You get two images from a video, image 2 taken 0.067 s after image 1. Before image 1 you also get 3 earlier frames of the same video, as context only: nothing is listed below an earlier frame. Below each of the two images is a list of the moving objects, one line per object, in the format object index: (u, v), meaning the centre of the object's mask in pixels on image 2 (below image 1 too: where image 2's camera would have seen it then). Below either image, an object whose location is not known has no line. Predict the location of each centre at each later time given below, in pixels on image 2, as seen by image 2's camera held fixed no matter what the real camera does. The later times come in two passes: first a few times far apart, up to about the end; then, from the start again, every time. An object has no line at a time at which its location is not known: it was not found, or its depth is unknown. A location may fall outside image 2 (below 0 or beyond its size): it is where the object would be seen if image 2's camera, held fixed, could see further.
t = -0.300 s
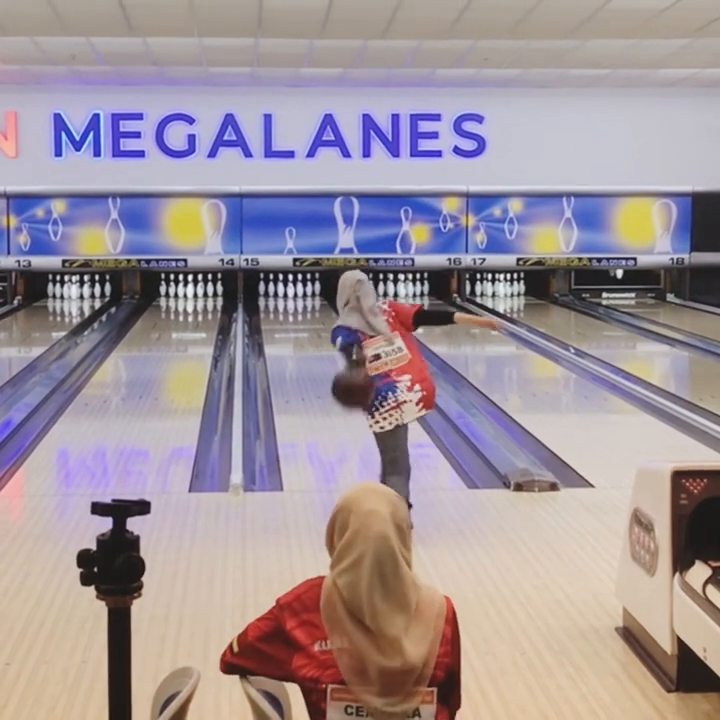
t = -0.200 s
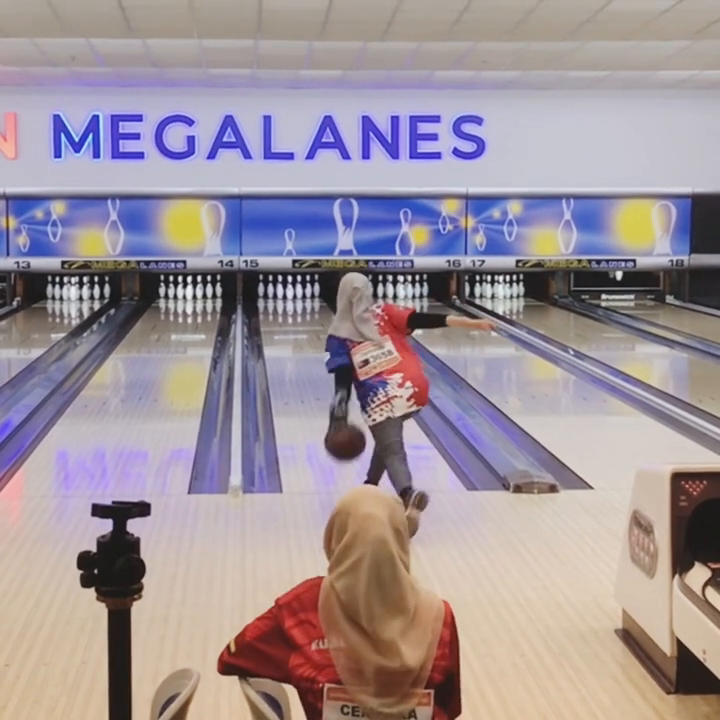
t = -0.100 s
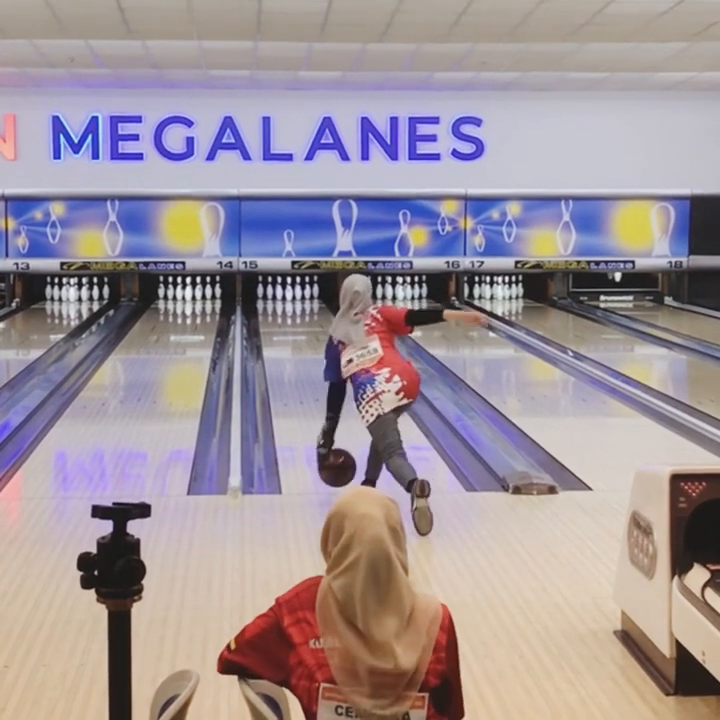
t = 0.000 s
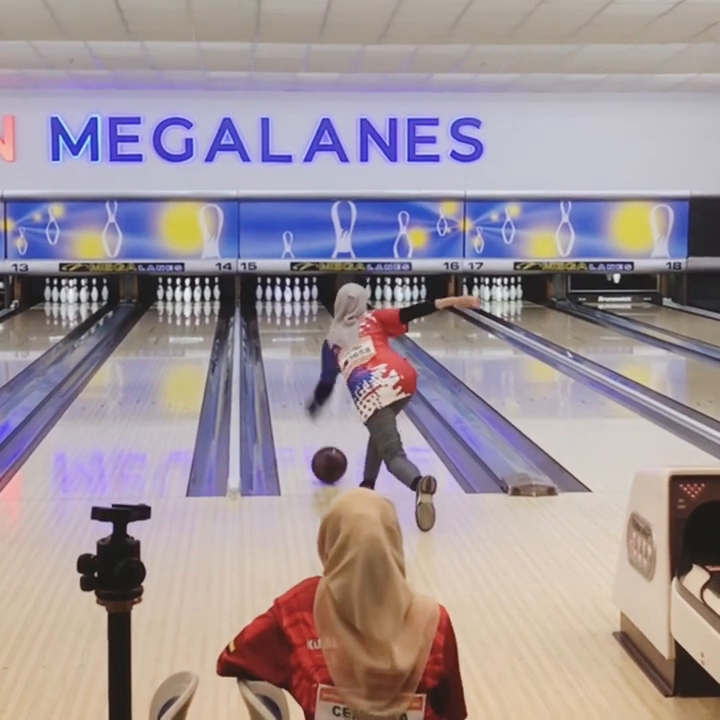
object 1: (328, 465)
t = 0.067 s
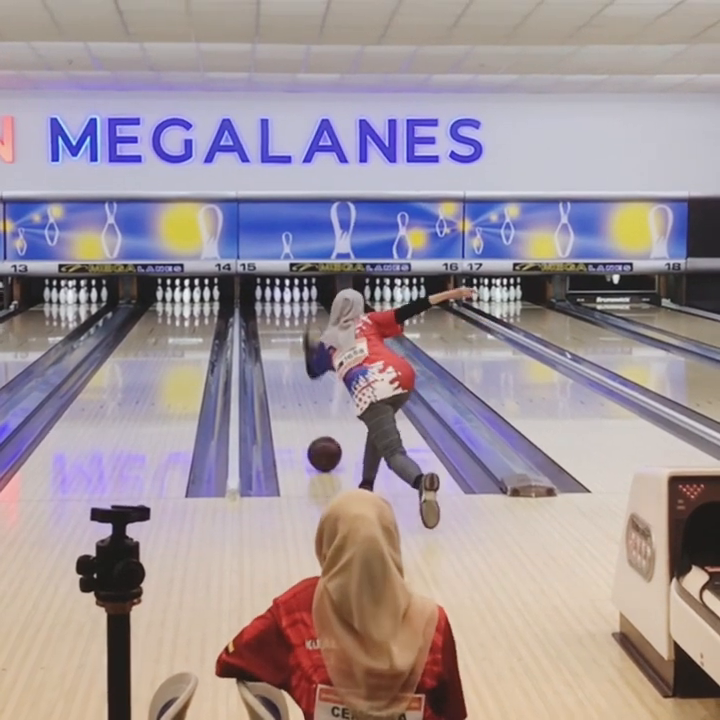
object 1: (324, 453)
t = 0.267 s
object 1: (315, 423)
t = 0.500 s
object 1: (306, 396)
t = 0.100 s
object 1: (322, 448)
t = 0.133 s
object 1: (321, 442)
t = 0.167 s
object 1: (319, 437)
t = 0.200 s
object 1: (318, 432)
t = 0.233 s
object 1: (316, 427)
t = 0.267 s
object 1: (315, 423)
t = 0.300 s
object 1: (313, 419)
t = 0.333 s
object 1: (312, 414)
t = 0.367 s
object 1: (311, 411)
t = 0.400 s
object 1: (310, 406)
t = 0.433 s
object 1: (308, 403)
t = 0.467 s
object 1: (307, 399)
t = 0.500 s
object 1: (306, 396)
